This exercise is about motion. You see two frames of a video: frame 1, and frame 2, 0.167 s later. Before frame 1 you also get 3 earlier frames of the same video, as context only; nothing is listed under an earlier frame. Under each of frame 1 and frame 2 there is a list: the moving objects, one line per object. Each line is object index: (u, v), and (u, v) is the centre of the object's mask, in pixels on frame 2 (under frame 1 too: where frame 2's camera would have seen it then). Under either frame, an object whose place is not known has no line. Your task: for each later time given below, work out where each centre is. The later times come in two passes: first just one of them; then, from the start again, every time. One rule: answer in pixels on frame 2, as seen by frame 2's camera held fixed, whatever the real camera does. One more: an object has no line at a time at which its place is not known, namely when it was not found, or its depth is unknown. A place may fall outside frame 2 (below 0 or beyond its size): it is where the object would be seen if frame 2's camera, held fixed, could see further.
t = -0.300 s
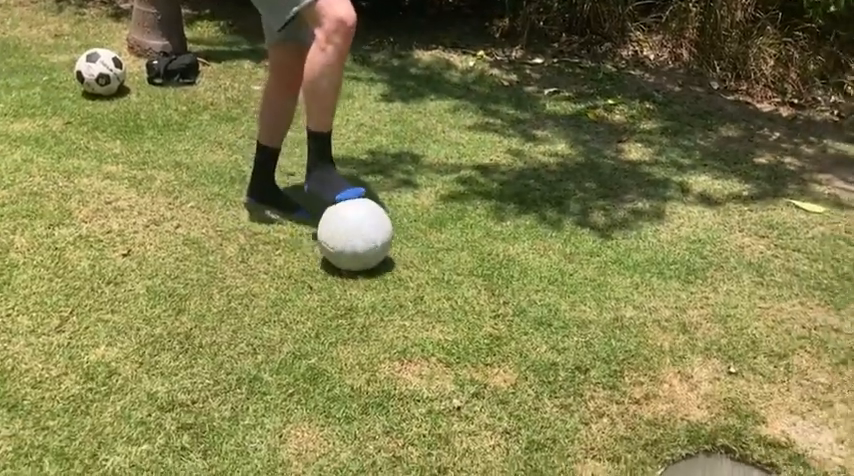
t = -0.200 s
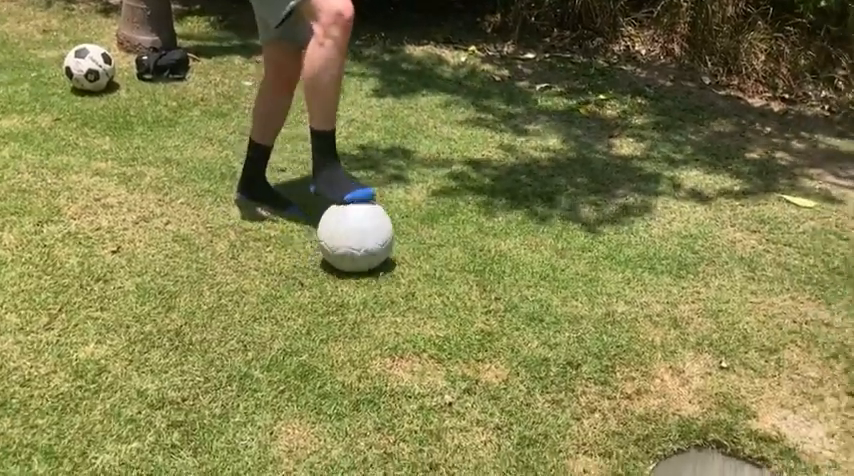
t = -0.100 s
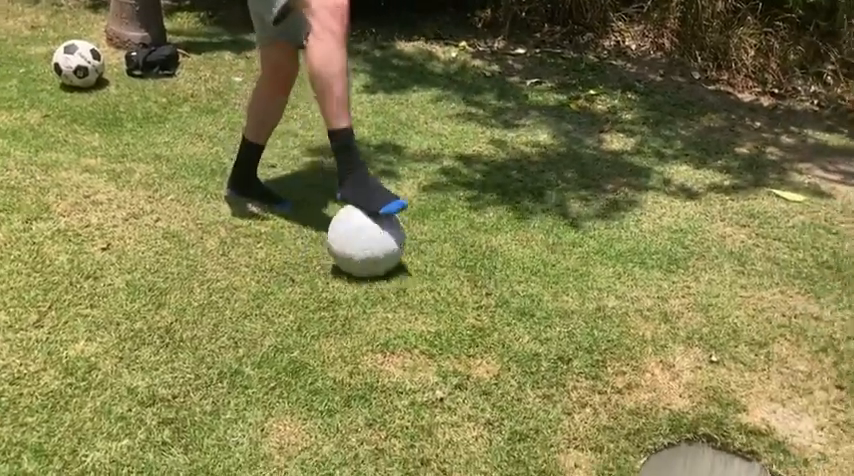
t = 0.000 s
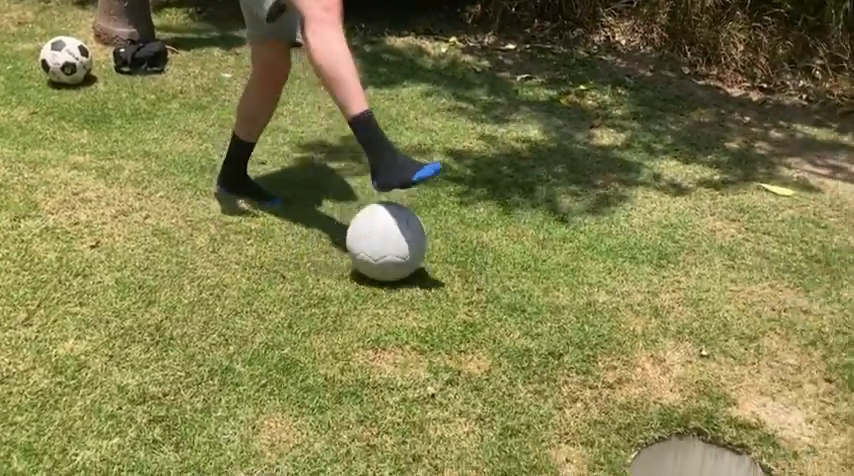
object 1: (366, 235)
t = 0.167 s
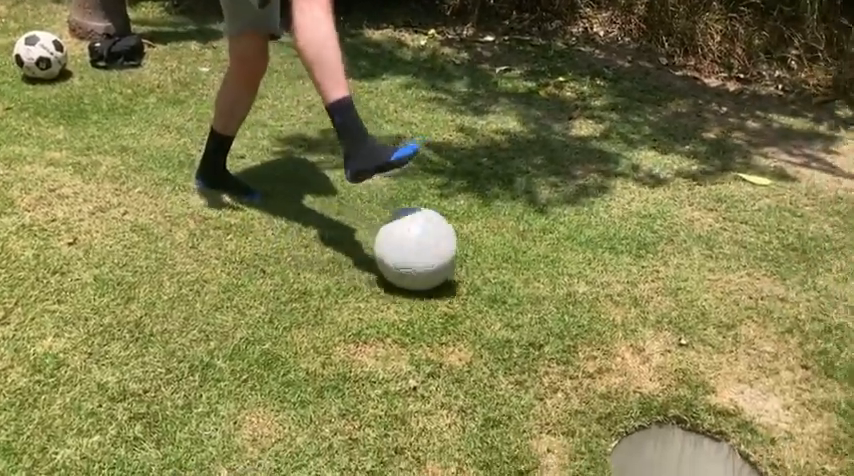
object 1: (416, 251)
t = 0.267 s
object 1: (447, 259)
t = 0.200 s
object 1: (426, 252)
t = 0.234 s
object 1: (436, 255)
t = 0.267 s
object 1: (447, 259)
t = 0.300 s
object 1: (458, 263)
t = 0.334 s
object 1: (469, 268)
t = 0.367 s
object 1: (480, 272)
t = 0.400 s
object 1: (491, 276)
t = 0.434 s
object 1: (503, 280)
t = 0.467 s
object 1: (515, 287)
